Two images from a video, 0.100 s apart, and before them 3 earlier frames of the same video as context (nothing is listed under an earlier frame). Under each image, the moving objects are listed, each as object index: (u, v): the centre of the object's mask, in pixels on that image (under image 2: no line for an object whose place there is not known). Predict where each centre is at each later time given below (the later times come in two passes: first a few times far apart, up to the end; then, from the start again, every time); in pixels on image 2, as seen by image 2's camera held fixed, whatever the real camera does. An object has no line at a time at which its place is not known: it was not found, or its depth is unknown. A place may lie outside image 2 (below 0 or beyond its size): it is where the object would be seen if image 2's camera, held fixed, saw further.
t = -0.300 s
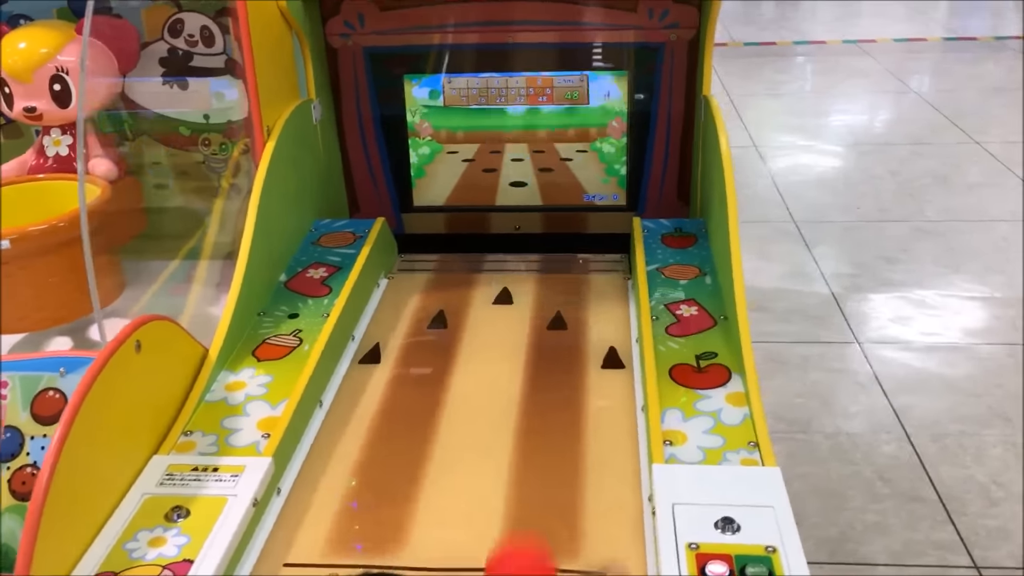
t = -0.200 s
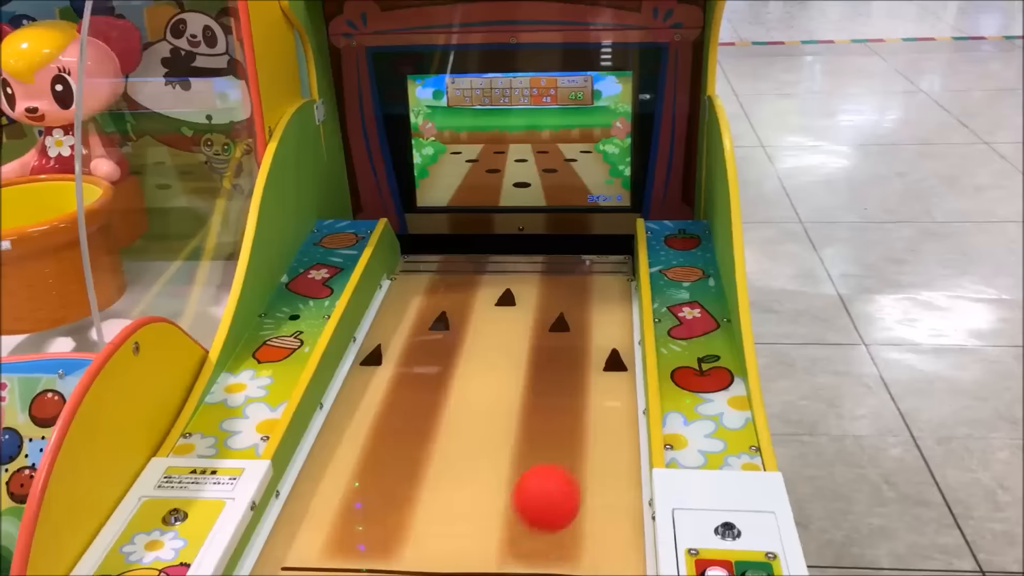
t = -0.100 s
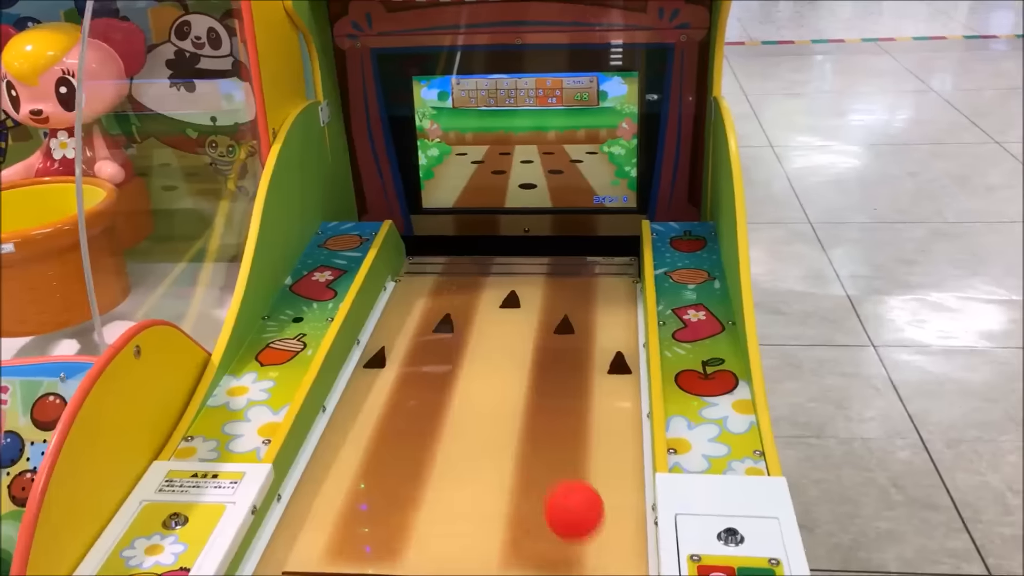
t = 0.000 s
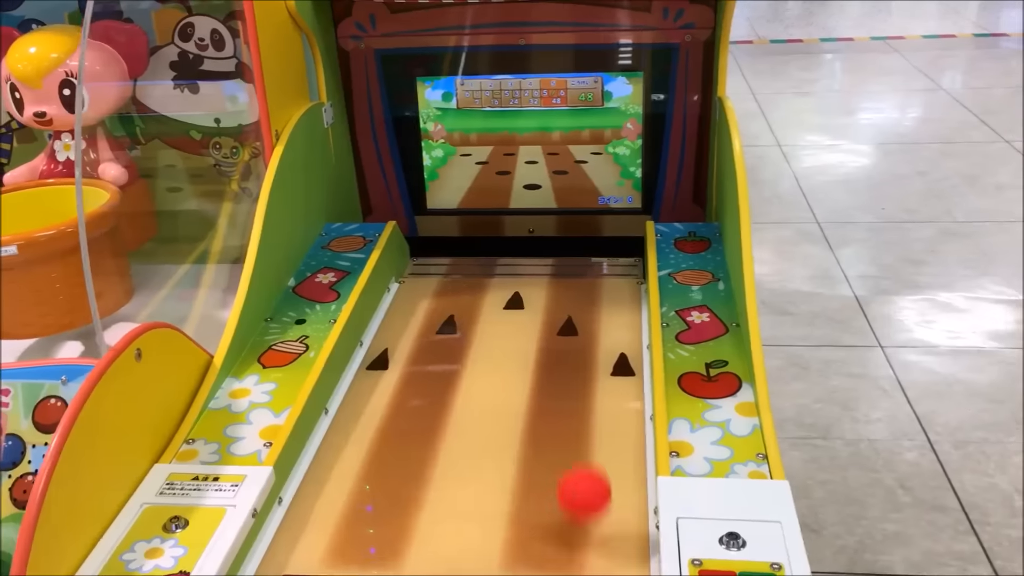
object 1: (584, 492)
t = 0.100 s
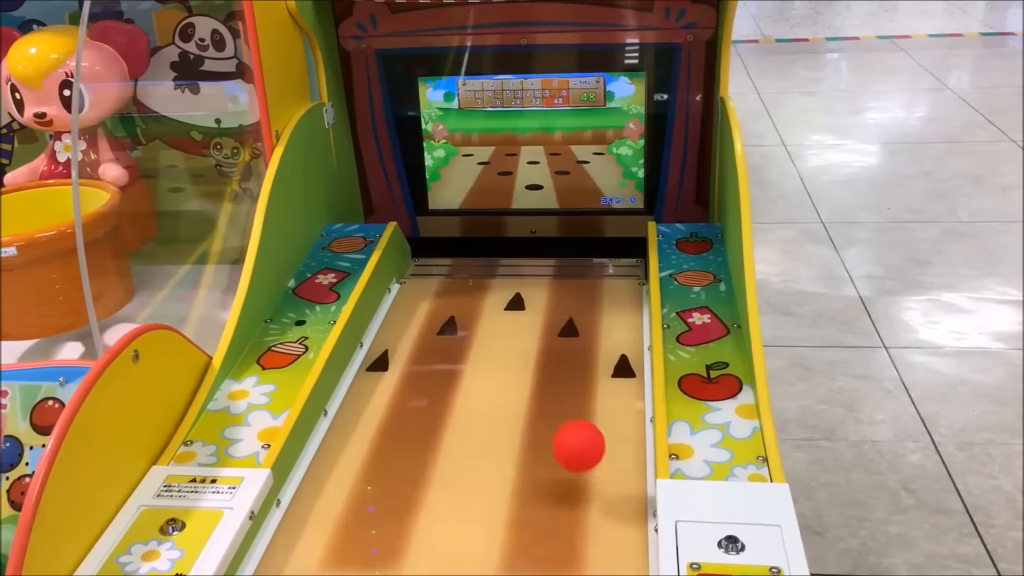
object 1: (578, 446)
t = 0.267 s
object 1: (573, 413)
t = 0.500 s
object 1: (563, 360)
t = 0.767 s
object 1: (551, 301)
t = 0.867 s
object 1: (547, 281)
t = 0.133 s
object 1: (577, 445)
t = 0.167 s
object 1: (576, 451)
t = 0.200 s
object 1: (575, 441)
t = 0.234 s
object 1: (574, 424)
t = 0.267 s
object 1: (573, 413)
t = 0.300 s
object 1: (572, 410)
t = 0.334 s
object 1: (571, 403)
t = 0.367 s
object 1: (569, 392)
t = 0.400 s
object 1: (568, 385)
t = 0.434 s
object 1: (566, 376)
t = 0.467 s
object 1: (565, 368)
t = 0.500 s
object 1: (563, 360)
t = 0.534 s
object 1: (562, 352)
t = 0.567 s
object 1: (561, 344)
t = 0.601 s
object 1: (559, 336)
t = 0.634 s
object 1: (558, 328)
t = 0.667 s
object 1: (556, 321)
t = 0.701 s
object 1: (555, 314)
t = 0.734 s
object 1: (553, 307)
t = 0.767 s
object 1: (551, 301)
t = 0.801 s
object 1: (550, 294)
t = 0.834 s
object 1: (548, 288)
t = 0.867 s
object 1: (547, 281)
